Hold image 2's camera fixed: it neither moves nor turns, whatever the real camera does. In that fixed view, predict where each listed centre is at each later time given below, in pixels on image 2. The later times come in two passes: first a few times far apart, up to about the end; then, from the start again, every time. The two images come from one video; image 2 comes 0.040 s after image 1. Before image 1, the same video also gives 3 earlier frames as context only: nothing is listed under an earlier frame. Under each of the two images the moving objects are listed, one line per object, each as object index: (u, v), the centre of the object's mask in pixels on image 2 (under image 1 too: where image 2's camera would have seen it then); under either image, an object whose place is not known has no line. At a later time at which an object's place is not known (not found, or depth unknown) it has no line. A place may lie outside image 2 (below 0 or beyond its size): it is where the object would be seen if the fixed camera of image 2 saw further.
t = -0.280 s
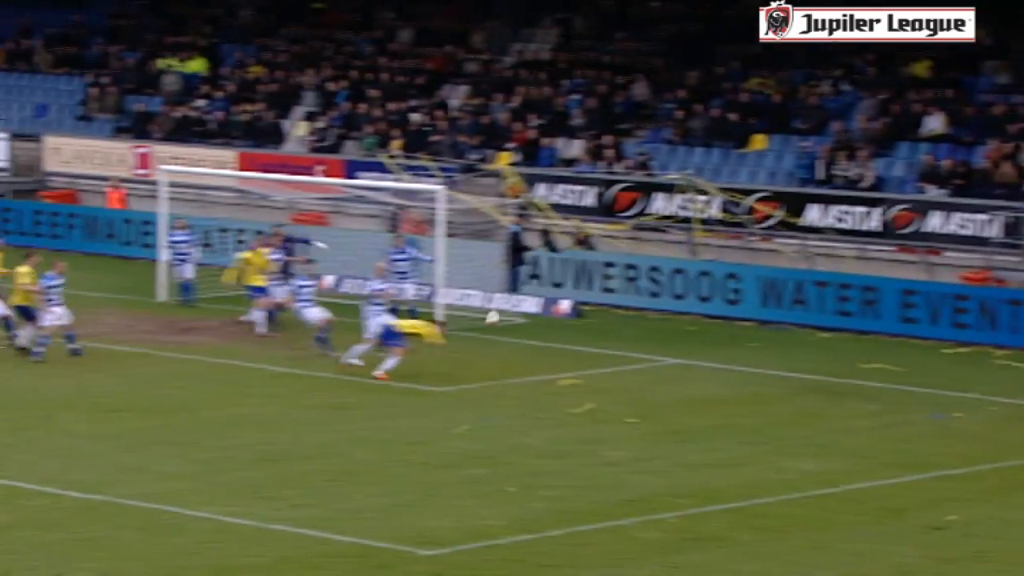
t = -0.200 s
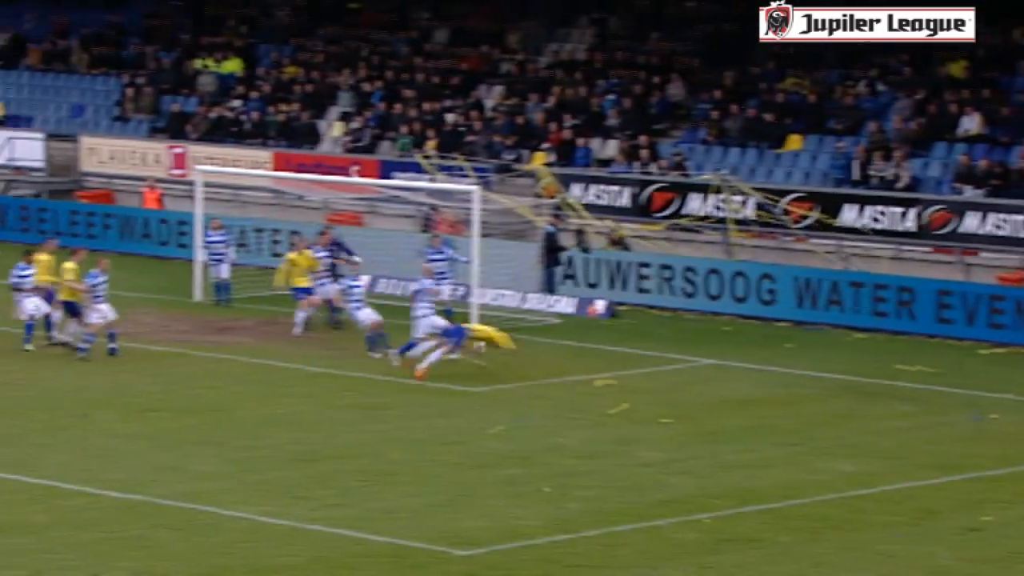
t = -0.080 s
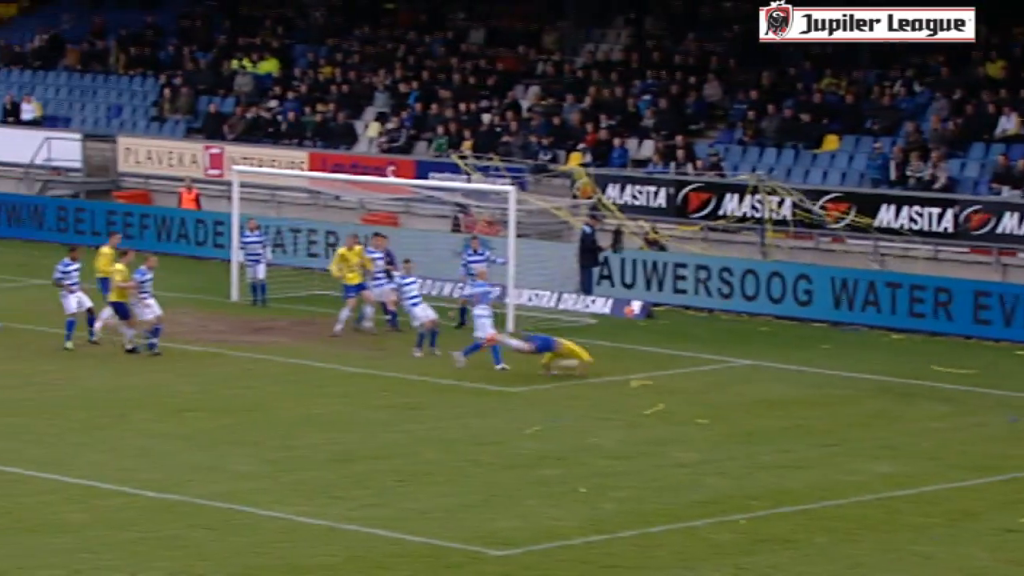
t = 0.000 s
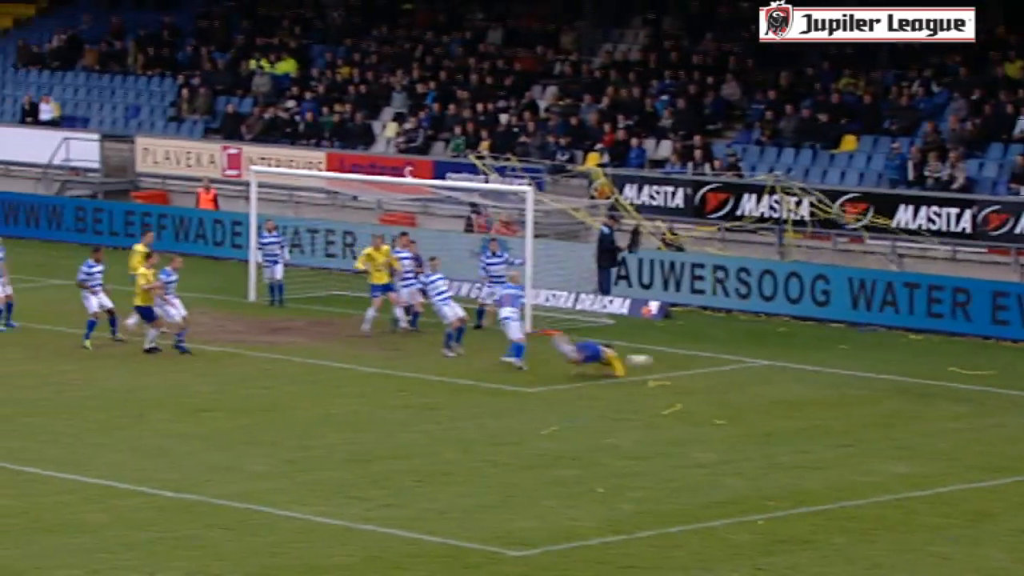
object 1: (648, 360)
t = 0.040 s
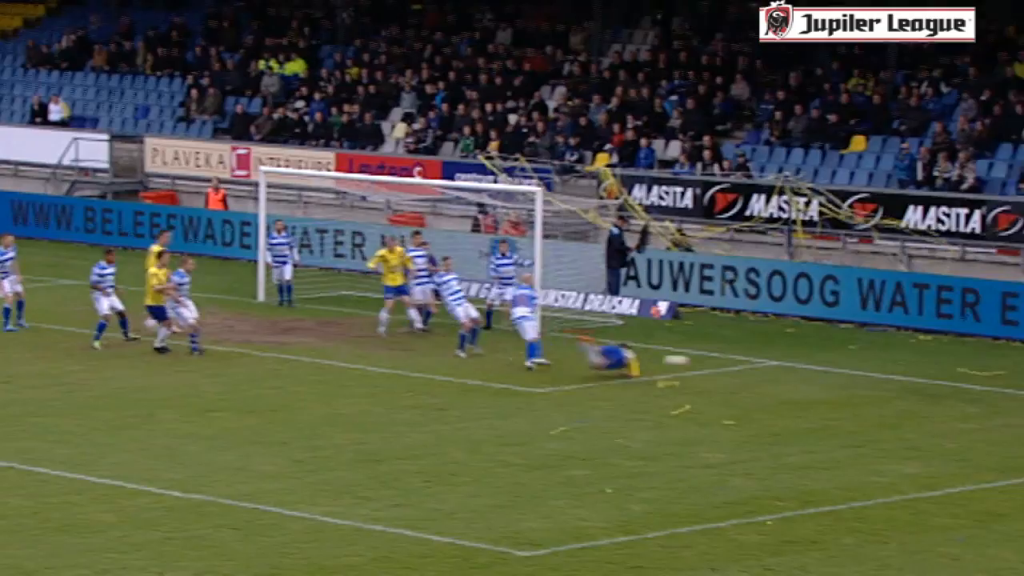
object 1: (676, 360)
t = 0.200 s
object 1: (791, 373)
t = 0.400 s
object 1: (938, 403)
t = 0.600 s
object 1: (1079, 416)
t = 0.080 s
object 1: (705, 362)
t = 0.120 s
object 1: (733, 364)
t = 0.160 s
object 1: (762, 368)
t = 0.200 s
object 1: (791, 373)
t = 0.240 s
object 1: (820, 379)
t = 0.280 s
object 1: (850, 387)
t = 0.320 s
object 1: (880, 395)
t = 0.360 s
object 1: (910, 405)
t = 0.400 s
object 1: (938, 403)
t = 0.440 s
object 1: (966, 404)
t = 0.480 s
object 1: (994, 405)
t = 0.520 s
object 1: (1022, 408)
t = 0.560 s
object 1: (1050, 411)
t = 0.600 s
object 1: (1079, 416)
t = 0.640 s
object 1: (1109, 422)
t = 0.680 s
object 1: (1139, 431)
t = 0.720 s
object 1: (1168, 434)
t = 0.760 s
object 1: (1196, 433)
